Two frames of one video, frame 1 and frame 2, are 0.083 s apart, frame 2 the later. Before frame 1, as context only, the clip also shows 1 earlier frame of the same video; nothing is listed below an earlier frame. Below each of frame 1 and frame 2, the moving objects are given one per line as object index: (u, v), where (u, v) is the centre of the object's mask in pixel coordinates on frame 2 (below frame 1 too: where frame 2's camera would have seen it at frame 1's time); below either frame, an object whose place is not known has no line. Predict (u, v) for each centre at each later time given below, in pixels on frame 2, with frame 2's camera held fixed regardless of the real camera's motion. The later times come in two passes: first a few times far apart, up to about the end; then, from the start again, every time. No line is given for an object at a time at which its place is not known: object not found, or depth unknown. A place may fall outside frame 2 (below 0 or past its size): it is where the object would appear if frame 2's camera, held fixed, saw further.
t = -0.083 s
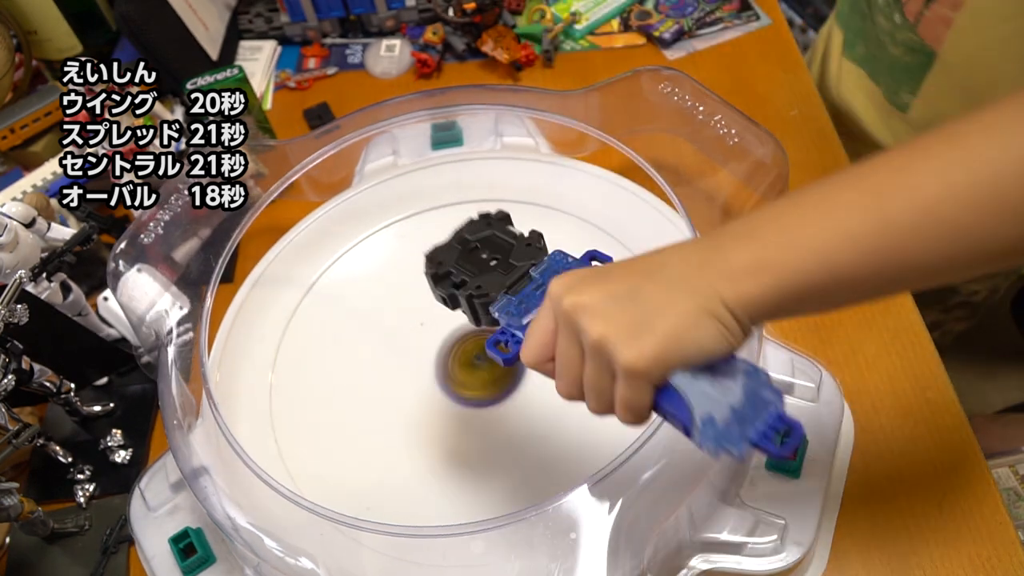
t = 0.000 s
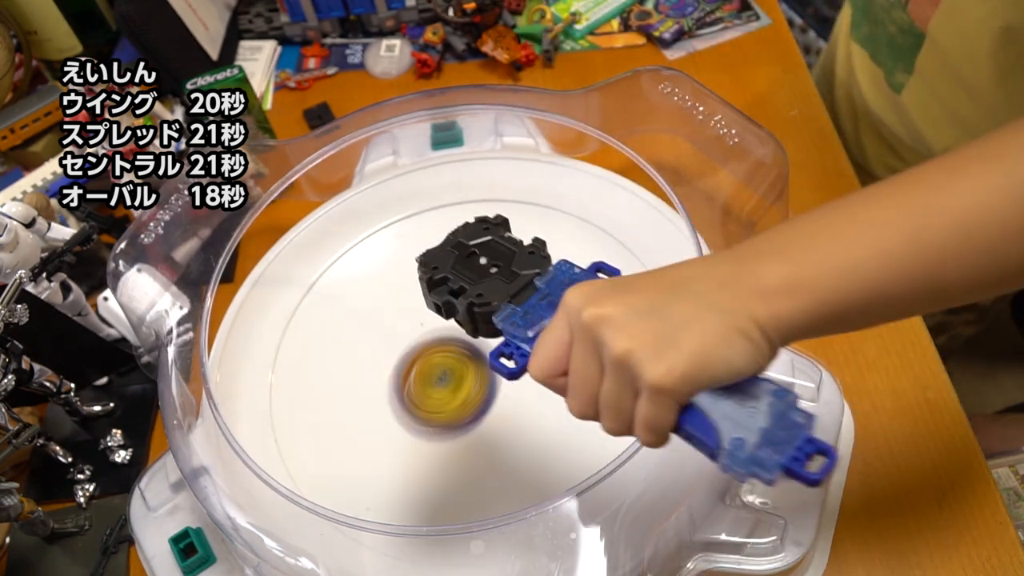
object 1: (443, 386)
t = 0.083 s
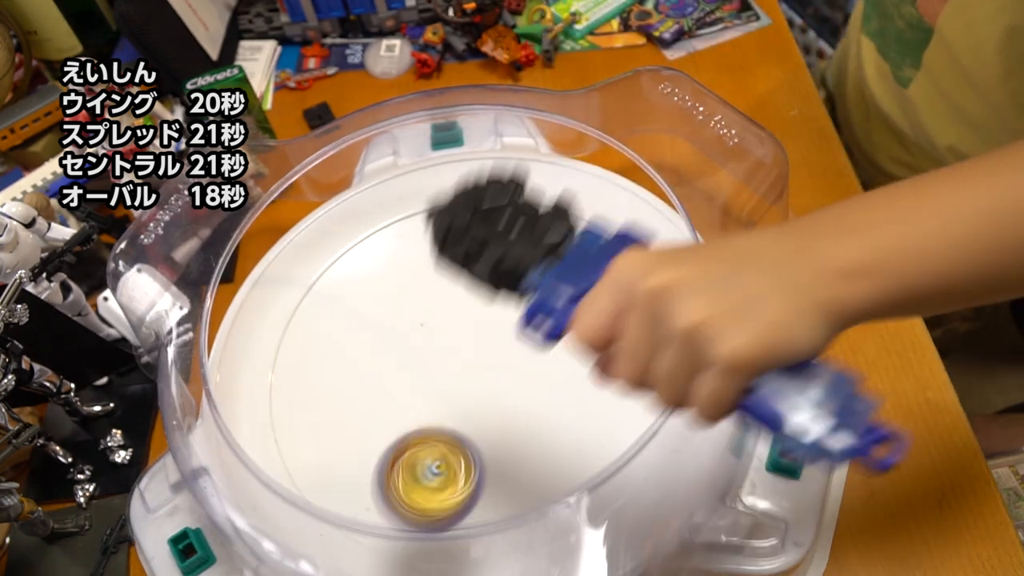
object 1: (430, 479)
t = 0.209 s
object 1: (473, 283)
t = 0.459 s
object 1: (461, 213)
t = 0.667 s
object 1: (440, 354)
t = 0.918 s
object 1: (534, 408)
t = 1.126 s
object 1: (598, 316)
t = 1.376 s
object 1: (460, 248)
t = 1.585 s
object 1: (352, 373)
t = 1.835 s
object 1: (635, 380)
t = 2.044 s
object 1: (306, 405)
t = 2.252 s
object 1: (551, 250)
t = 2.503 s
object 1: (574, 437)
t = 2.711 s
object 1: (346, 345)
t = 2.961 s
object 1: (477, 258)
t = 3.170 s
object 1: (554, 391)
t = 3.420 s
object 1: (419, 445)
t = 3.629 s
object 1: (421, 298)
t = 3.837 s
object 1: (541, 336)
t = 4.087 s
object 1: (507, 410)
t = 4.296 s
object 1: (401, 377)
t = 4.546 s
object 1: (424, 336)
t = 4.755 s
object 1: (495, 329)
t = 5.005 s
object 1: (507, 352)
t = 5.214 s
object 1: (443, 387)
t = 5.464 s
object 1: (454, 341)
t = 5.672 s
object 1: (488, 368)
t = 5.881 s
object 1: (442, 364)
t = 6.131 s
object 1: (469, 341)
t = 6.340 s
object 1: (467, 384)
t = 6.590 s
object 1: (449, 342)
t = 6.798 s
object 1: (488, 372)
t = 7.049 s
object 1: (443, 355)
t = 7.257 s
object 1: (487, 364)
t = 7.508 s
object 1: (442, 368)
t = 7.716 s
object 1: (495, 361)
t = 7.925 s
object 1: (449, 341)
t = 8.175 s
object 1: (456, 390)
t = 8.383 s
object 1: (452, 391)
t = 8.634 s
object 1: (454, 390)
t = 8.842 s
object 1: (455, 389)
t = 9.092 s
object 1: (455, 389)
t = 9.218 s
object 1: (454, 389)
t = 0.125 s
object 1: (442, 394)
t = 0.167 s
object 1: (456, 325)
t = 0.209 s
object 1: (473, 283)
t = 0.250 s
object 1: (473, 222)
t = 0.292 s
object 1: (471, 168)
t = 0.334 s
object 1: (471, 150)
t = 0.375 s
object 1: (471, 173)
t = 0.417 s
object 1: (464, 185)
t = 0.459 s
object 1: (461, 213)
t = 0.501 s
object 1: (453, 240)
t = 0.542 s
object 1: (447, 271)
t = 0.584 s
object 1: (441, 300)
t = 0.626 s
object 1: (438, 329)
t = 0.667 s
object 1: (440, 354)
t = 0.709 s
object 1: (446, 375)
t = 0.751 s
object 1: (459, 392)
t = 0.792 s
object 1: (475, 405)
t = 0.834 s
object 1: (493, 412)
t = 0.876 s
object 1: (512, 414)
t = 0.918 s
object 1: (534, 408)
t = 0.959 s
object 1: (553, 397)
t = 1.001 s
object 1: (570, 383)
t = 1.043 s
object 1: (585, 365)
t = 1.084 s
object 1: (595, 342)
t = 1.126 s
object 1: (598, 316)
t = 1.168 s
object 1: (593, 289)
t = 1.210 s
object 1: (578, 266)
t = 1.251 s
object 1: (555, 249)
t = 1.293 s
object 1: (526, 240)
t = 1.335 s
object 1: (492, 240)
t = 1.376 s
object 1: (460, 248)
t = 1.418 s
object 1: (431, 262)
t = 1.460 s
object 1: (405, 283)
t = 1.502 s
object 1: (381, 309)
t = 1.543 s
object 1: (363, 338)
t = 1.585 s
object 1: (352, 373)
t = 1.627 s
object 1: (349, 414)
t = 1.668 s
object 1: (355, 446)
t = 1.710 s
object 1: (375, 479)
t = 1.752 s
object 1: (477, 523)
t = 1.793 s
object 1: (583, 464)
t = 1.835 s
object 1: (635, 380)
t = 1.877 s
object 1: (596, 292)
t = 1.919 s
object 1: (502, 249)
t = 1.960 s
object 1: (395, 257)
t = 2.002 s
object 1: (318, 320)
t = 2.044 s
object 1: (306, 405)
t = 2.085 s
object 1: (374, 480)
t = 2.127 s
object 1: (492, 480)
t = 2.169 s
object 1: (581, 402)
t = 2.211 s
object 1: (597, 313)
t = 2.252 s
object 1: (551, 250)
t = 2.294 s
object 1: (473, 231)
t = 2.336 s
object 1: (391, 267)
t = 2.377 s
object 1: (348, 349)
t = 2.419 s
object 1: (381, 438)
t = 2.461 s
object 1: (476, 473)
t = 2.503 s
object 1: (574, 437)
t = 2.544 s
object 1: (614, 361)
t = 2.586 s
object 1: (585, 287)
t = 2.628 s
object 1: (498, 253)
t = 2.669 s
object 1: (407, 279)
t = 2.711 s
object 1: (346, 345)
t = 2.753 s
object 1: (351, 436)
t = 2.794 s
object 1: (431, 482)
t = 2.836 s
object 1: (532, 448)
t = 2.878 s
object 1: (578, 370)
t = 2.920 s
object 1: (551, 294)
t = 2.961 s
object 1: (477, 258)
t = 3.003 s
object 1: (398, 278)
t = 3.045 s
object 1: (355, 344)
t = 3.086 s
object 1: (387, 421)
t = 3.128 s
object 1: (478, 438)
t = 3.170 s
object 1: (554, 391)
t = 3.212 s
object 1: (570, 321)
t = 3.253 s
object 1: (525, 274)
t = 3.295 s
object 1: (446, 273)
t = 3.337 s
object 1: (384, 321)
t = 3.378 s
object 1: (370, 393)
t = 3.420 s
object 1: (419, 445)
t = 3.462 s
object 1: (494, 446)
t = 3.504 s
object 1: (553, 389)
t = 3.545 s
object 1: (541, 322)
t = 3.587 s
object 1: (489, 285)
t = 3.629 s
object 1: (421, 298)
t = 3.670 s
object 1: (378, 343)
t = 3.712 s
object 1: (394, 401)
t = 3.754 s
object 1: (460, 427)
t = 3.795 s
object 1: (523, 394)
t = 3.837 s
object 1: (541, 336)
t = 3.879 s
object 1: (507, 296)
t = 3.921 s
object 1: (449, 295)
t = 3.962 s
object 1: (405, 335)
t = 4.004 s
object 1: (402, 393)
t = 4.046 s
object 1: (447, 425)
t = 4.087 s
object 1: (507, 410)
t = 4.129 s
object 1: (533, 361)
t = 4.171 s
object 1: (507, 318)
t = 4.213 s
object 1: (456, 308)
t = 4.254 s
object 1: (413, 331)
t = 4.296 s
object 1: (401, 377)
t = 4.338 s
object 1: (437, 411)
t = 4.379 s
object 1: (494, 399)
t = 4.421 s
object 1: (520, 356)
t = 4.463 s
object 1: (506, 321)
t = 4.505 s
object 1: (464, 308)
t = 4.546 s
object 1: (424, 336)
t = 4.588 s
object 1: (421, 377)
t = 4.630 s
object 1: (452, 407)
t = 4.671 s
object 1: (497, 395)
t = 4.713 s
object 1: (520, 360)
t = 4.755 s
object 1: (495, 329)
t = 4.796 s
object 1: (456, 323)
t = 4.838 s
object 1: (424, 348)
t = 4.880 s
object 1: (421, 385)
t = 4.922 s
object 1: (451, 401)
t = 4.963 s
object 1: (490, 386)
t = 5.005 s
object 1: (507, 352)
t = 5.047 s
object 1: (492, 326)
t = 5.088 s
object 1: (460, 322)
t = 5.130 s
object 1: (437, 340)
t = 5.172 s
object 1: (430, 365)
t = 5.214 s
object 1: (443, 387)
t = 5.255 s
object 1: (466, 394)
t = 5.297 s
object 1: (490, 384)
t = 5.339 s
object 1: (500, 366)
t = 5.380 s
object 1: (493, 348)
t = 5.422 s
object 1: (475, 339)
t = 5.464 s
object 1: (454, 341)
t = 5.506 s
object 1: (439, 352)
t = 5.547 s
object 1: (438, 371)
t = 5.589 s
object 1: (451, 383)
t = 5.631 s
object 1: (473, 381)
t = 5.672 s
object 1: (488, 368)
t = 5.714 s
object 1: (489, 351)
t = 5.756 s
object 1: (477, 342)
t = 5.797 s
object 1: (464, 342)
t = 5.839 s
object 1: (450, 349)
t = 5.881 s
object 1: (442, 364)
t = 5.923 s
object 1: (450, 380)
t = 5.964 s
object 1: (466, 382)
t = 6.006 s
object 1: (480, 375)
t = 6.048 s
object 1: (489, 363)
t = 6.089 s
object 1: (484, 346)
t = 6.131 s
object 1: (469, 341)
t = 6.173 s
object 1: (457, 341)
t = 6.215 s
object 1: (442, 352)
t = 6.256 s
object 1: (444, 365)
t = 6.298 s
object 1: (449, 378)
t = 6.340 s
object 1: (467, 384)
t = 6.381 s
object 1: (479, 378)
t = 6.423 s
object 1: (492, 366)
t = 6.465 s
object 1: (488, 352)
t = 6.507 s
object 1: (481, 341)
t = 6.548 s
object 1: (463, 339)
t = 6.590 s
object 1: (449, 342)
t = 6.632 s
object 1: (445, 360)
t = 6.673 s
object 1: (448, 372)
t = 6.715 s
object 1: (463, 377)
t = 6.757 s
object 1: (478, 379)
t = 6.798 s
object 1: (488, 372)
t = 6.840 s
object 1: (493, 357)
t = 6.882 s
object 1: (487, 347)
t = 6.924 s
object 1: (475, 345)
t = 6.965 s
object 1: (460, 340)
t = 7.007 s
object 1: (449, 343)
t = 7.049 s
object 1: (443, 355)
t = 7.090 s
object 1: (446, 371)
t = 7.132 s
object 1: (455, 379)
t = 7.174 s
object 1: (468, 379)
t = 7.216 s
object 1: (478, 374)
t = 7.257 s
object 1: (487, 364)
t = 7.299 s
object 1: (483, 353)
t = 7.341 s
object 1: (473, 350)
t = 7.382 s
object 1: (460, 347)
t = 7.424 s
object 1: (447, 351)
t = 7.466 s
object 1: (440, 360)
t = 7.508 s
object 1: (442, 368)
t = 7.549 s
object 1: (449, 377)
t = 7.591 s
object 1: (462, 383)
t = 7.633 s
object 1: (477, 381)
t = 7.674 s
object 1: (488, 373)
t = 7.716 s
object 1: (495, 361)
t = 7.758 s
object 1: (495, 351)
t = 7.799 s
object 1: (489, 341)
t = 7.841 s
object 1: (476, 336)
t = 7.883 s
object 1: (463, 336)
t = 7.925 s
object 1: (449, 341)
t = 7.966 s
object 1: (438, 351)
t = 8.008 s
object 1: (434, 362)
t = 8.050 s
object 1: (438, 377)
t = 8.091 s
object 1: (438, 378)
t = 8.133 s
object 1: (450, 379)
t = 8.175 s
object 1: (456, 390)
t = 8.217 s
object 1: (460, 390)
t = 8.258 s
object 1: (462, 392)
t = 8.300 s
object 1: (462, 388)
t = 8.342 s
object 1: (460, 388)
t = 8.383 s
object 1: (452, 391)
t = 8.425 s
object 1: (457, 389)
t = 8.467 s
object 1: (456, 389)
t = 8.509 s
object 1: (455, 389)
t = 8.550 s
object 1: (454, 390)
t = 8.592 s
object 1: (454, 390)
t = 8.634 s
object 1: (454, 390)
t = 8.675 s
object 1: (455, 389)
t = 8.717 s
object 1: (455, 389)
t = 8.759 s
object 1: (455, 389)
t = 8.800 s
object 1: (455, 389)
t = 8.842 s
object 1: (455, 389)
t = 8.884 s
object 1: (455, 389)
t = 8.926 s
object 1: (455, 389)
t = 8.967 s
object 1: (455, 389)
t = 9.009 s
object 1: (455, 389)
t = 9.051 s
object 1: (455, 390)
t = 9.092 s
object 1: (455, 389)
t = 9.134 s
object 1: (454, 389)
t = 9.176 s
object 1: (455, 389)
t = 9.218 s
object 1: (454, 389)
